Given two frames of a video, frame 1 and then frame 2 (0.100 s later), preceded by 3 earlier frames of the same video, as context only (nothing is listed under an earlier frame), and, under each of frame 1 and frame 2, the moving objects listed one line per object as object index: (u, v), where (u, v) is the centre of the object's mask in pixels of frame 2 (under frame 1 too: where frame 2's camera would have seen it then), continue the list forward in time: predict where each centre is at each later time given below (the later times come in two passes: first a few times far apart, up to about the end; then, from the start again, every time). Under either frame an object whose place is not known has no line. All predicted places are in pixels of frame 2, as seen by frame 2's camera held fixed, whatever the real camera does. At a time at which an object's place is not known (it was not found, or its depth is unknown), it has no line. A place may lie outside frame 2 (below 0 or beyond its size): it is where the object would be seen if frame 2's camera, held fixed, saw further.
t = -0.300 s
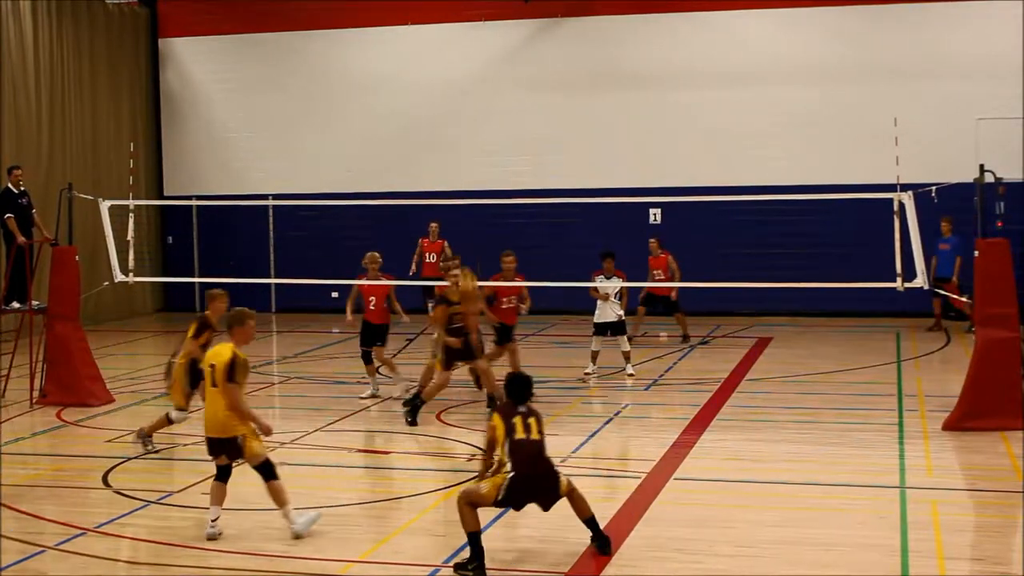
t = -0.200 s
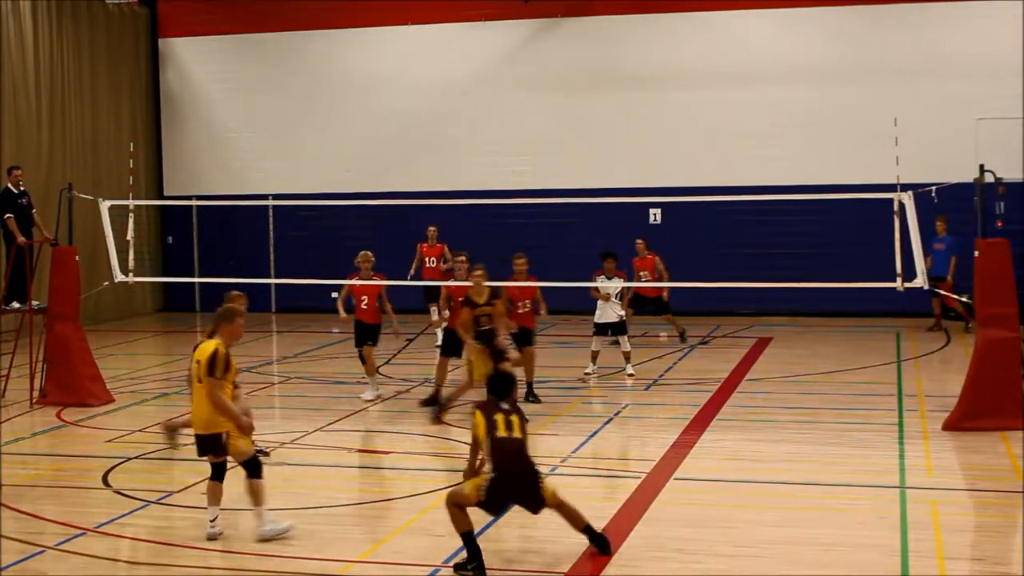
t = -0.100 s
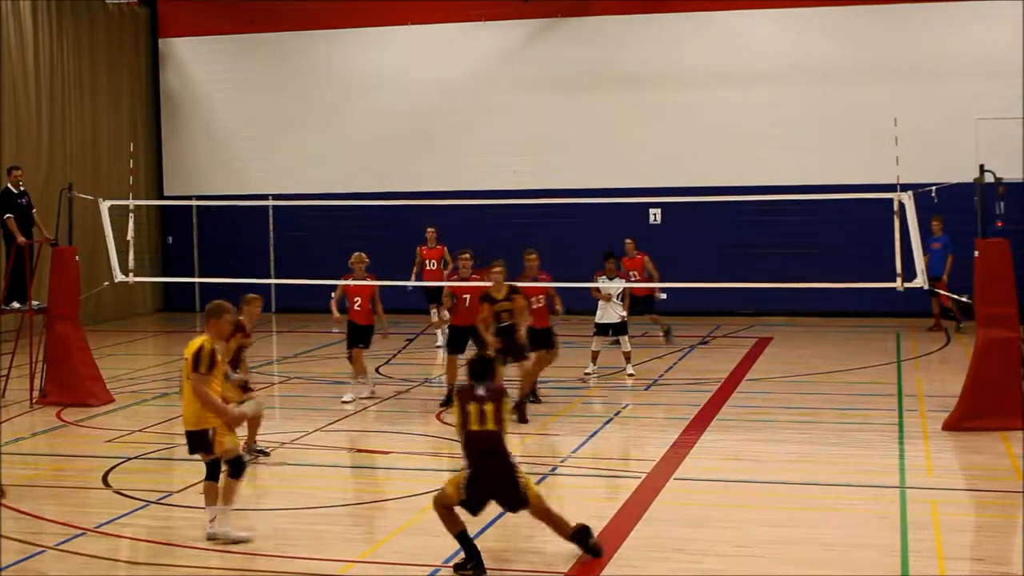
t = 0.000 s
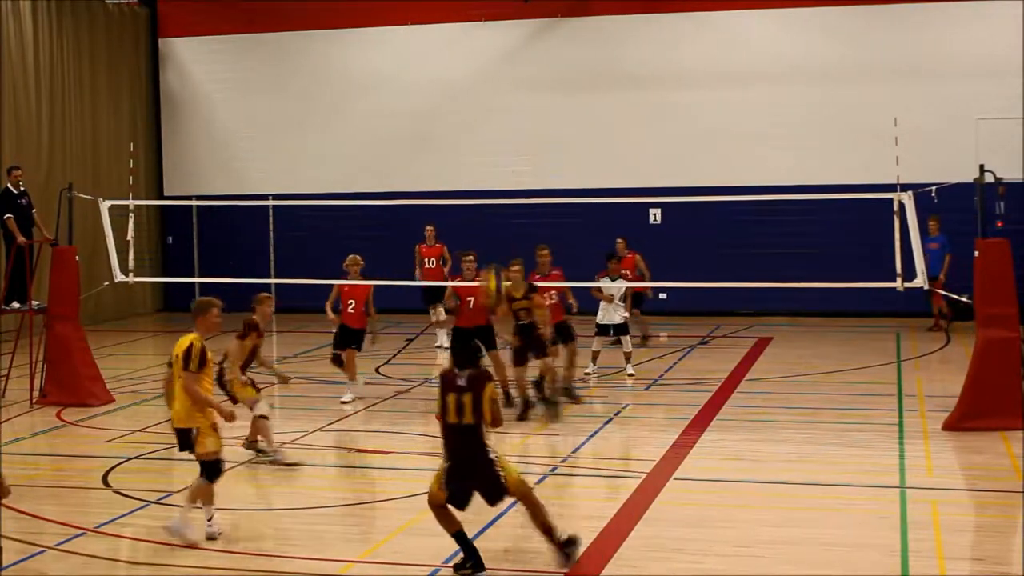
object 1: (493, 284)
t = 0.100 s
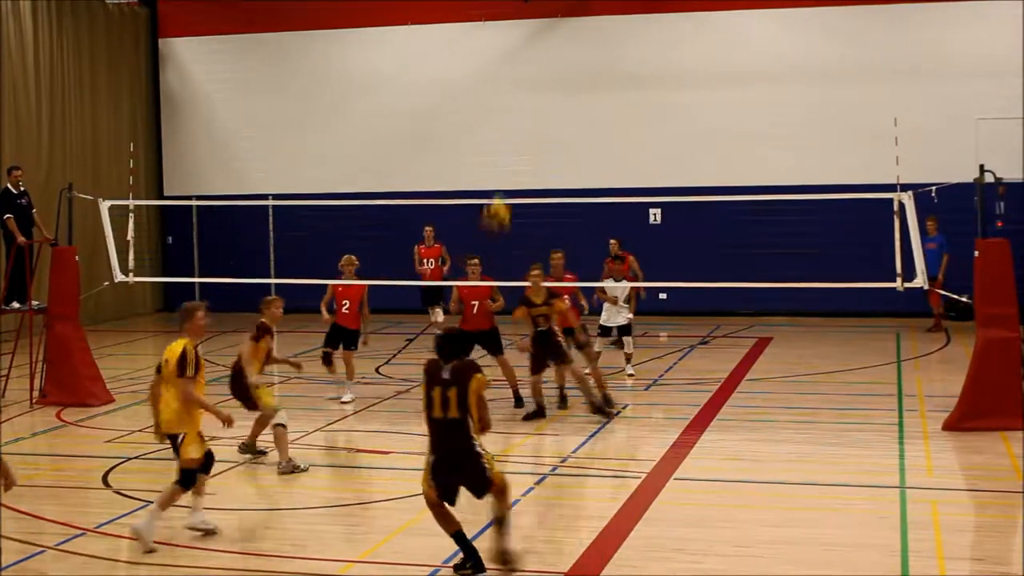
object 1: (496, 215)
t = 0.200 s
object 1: (503, 157)
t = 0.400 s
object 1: (514, 82)
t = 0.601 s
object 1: (527, 63)
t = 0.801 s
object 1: (539, 98)
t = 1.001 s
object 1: (554, 186)
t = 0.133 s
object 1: (499, 195)
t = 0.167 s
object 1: (501, 174)
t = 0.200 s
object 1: (503, 157)
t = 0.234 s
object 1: (505, 141)
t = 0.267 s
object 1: (506, 126)
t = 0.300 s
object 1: (509, 113)
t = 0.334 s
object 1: (511, 100)
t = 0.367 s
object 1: (513, 90)
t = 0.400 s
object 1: (514, 82)
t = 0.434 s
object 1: (517, 75)
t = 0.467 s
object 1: (519, 70)
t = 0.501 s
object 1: (520, 66)
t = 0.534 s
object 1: (522, 63)
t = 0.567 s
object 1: (524, 63)
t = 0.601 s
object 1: (527, 63)
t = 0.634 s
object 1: (529, 65)
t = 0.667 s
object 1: (531, 69)
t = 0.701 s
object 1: (533, 74)
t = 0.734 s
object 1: (536, 80)
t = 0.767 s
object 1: (537, 89)
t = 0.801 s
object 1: (539, 98)
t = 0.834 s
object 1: (542, 109)
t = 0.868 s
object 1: (544, 122)
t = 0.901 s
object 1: (547, 136)
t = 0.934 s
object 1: (549, 151)
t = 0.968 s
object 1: (551, 168)
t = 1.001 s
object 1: (554, 186)
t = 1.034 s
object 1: (557, 208)
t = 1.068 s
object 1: (559, 226)
